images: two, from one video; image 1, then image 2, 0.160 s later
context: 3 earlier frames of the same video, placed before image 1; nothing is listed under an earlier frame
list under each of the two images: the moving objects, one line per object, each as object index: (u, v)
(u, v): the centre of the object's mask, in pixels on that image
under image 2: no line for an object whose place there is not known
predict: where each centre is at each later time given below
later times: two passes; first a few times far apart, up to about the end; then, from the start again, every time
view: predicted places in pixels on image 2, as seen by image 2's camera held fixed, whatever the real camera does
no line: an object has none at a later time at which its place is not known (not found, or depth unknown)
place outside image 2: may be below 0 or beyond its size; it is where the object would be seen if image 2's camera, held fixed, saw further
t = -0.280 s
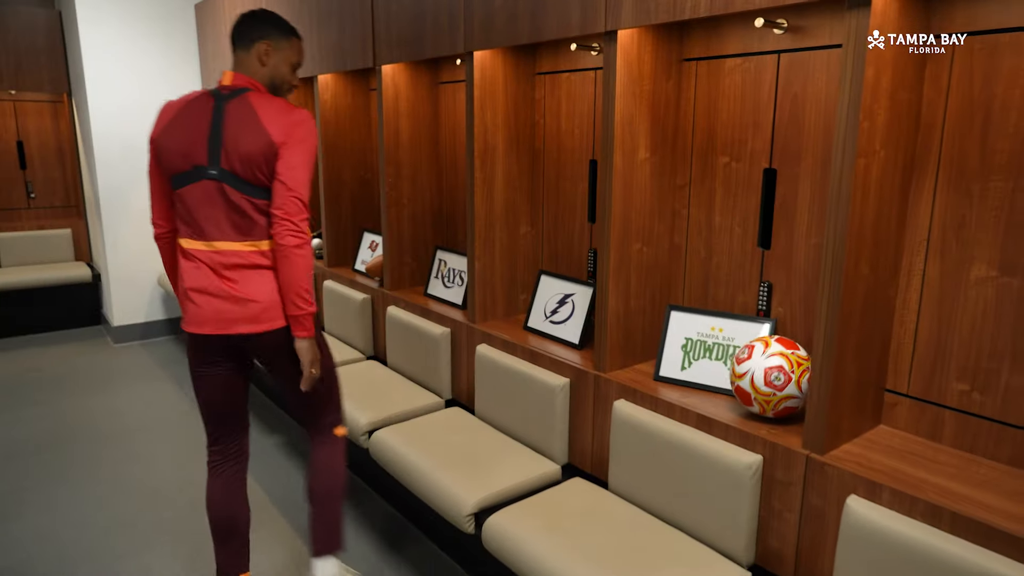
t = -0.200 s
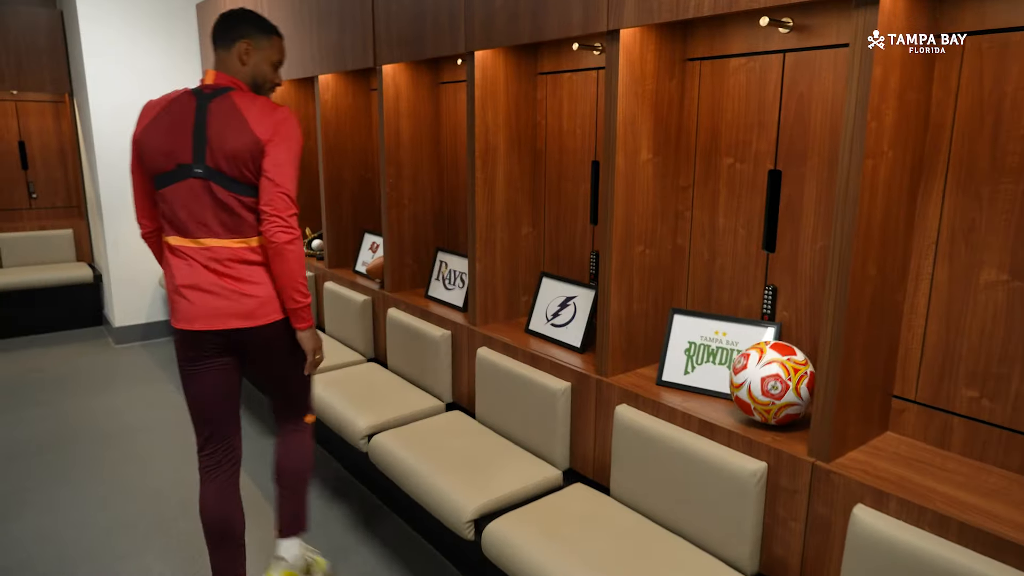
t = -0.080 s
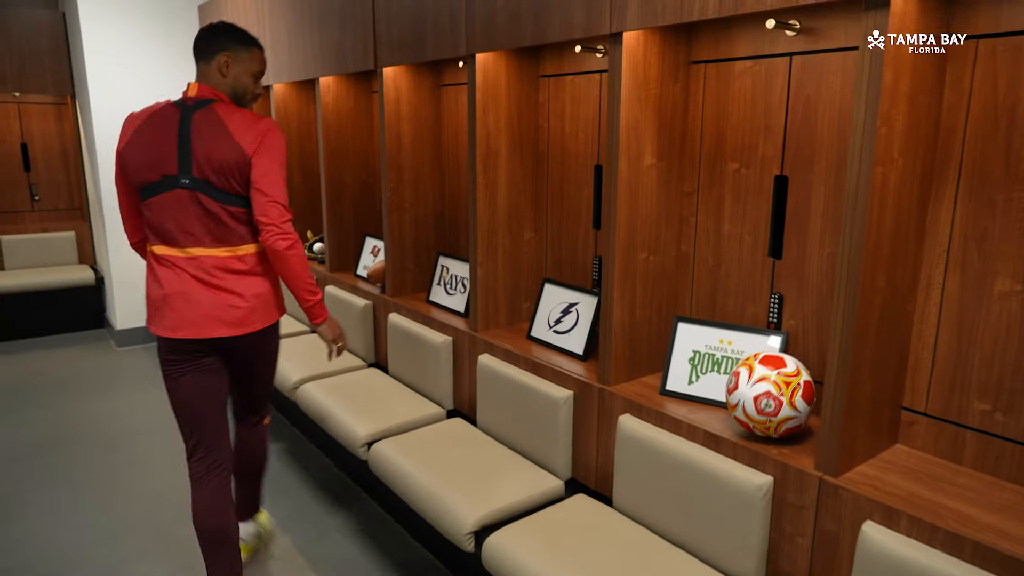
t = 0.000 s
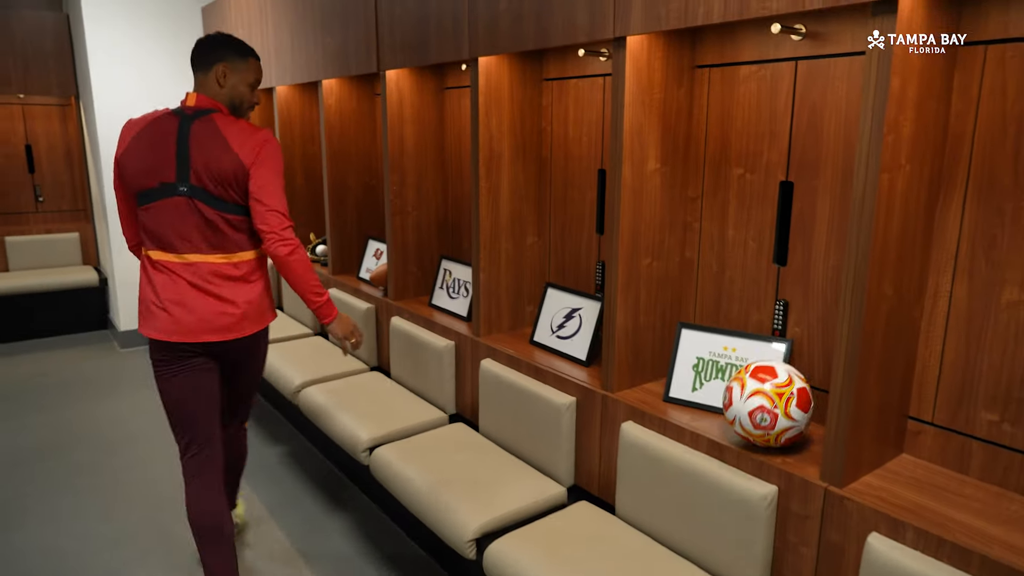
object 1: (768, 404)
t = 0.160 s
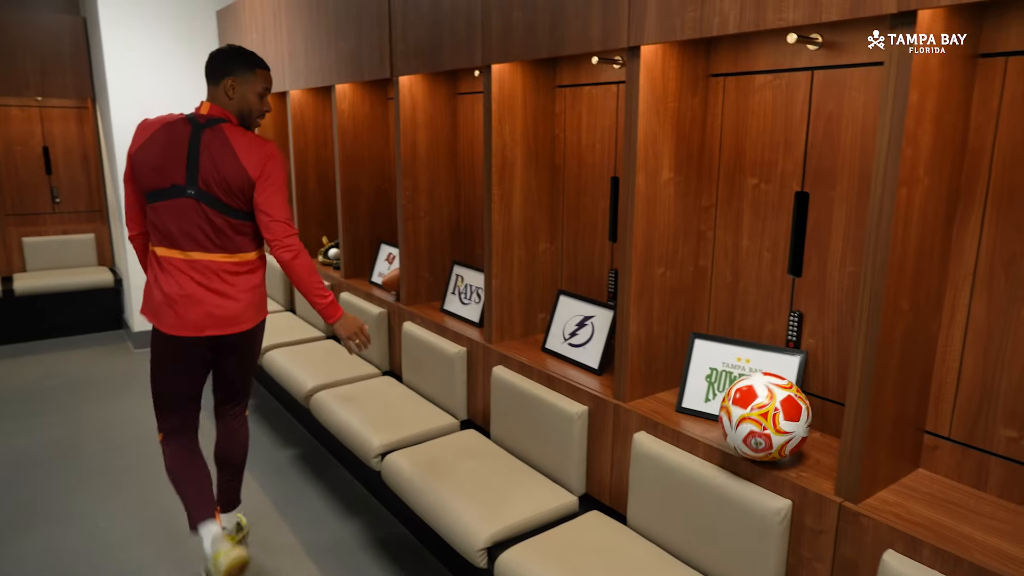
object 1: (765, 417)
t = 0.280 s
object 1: (750, 417)
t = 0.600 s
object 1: (691, 454)
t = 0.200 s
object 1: (760, 417)
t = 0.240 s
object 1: (755, 417)
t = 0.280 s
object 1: (750, 417)
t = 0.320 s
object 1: (744, 417)
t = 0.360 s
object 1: (739, 417)
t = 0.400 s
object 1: (733, 418)
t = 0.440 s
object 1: (726, 420)
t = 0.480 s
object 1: (718, 424)
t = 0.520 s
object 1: (710, 430)
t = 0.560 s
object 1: (701, 440)
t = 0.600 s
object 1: (691, 454)
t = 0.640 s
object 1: (679, 464)
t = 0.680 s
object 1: (664, 481)
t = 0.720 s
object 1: (650, 504)
